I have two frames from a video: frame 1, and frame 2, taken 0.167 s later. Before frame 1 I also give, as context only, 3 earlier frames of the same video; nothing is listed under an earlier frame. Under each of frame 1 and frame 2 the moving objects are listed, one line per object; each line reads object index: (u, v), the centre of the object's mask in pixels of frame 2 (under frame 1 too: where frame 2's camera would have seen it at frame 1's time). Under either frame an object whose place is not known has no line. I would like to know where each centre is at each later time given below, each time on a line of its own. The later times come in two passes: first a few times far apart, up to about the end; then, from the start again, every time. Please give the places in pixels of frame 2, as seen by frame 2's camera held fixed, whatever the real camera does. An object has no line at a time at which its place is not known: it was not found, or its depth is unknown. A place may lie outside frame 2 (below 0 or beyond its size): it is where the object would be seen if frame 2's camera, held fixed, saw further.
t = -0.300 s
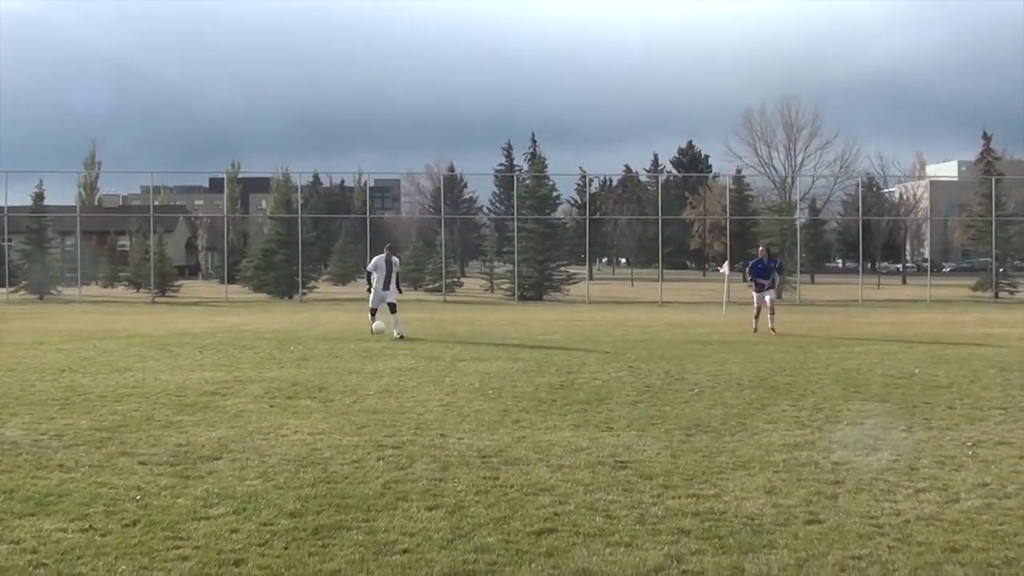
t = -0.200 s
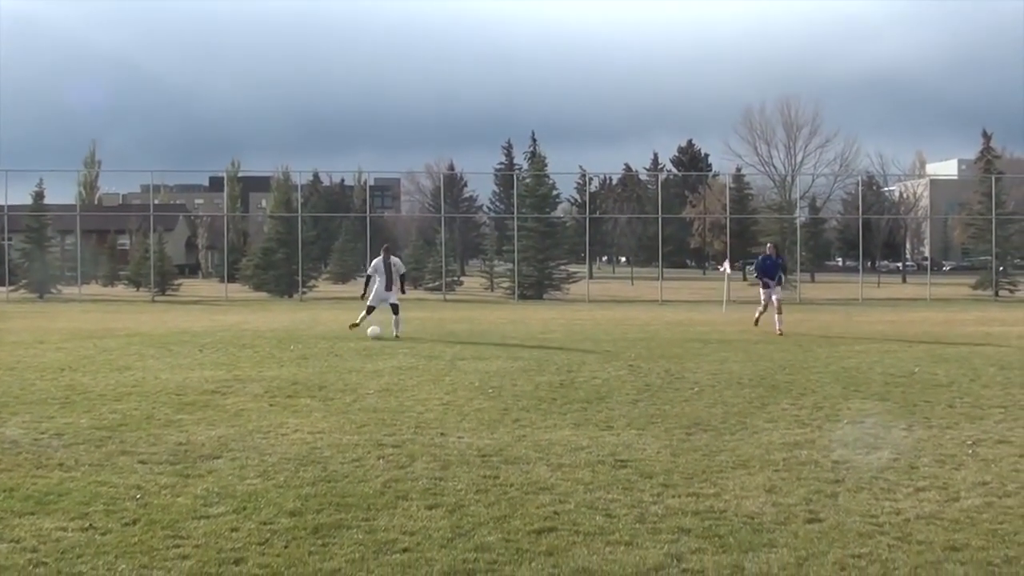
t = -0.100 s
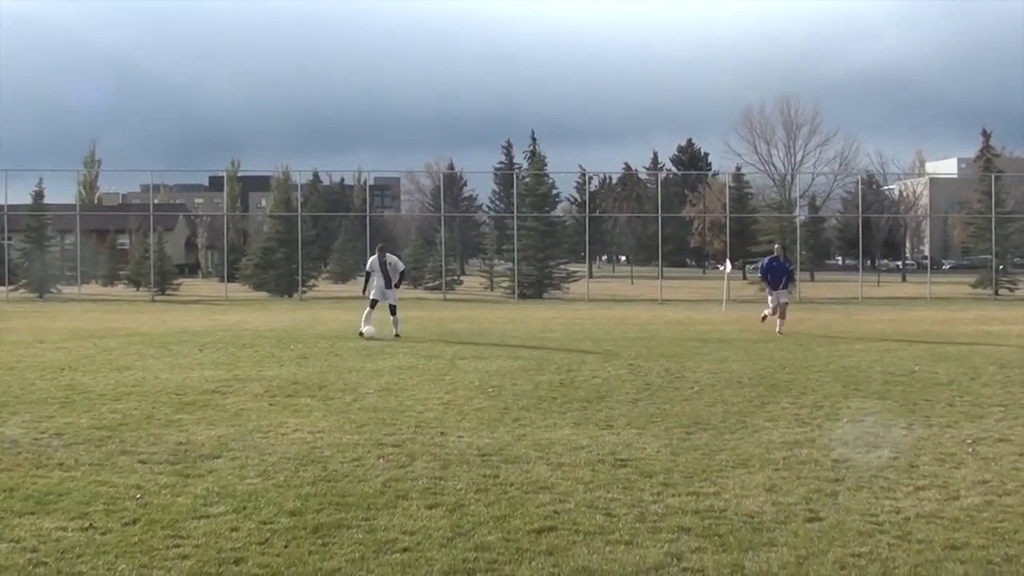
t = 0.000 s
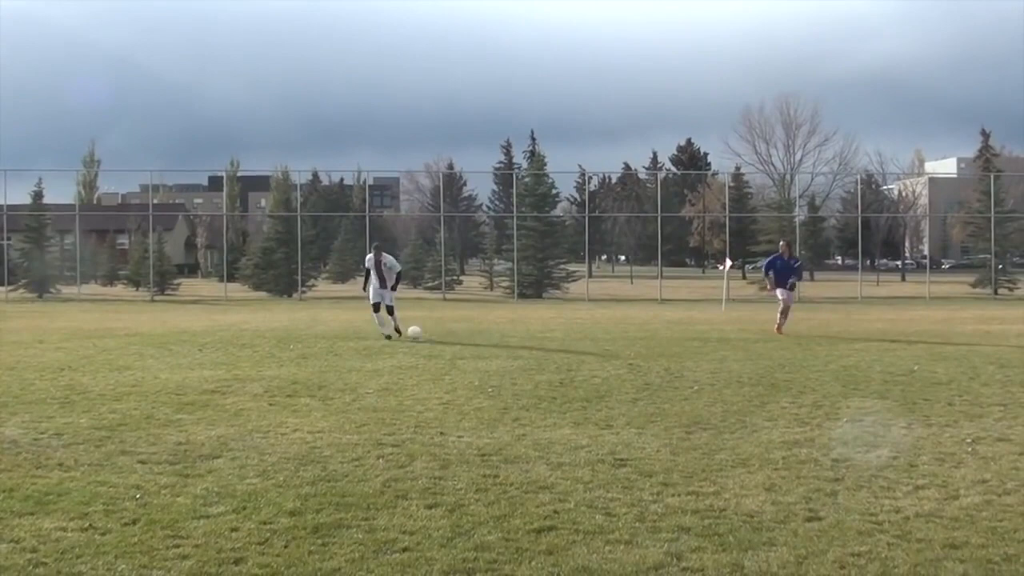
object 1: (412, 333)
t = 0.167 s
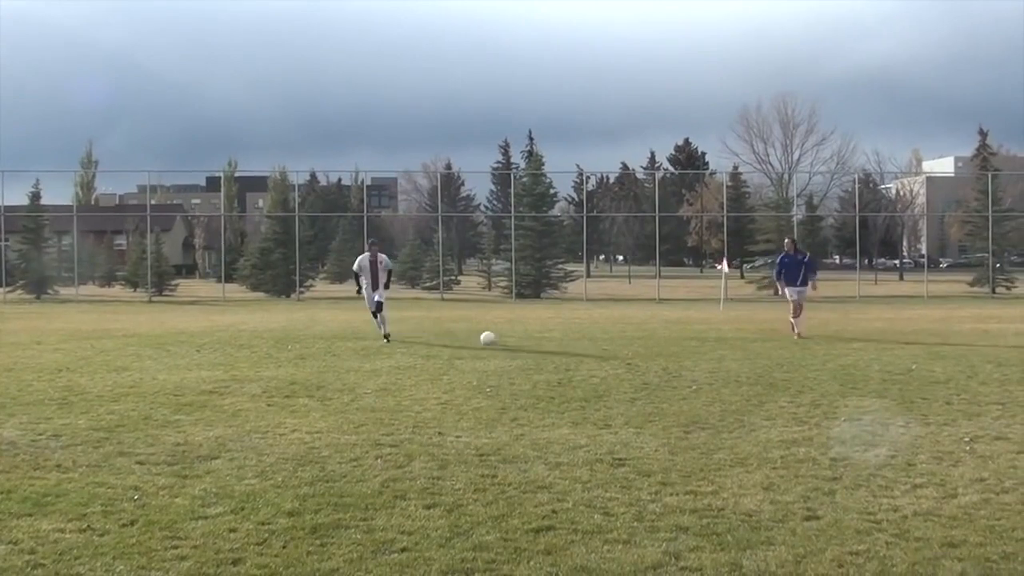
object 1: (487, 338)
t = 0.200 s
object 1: (501, 338)
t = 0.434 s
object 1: (584, 342)
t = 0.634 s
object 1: (642, 346)
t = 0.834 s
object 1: (695, 348)
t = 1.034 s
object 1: (748, 351)
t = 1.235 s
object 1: (800, 353)
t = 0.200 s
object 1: (501, 338)
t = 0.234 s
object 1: (514, 339)
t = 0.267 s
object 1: (527, 339)
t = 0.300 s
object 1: (540, 341)
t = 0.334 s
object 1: (553, 342)
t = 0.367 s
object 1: (564, 343)
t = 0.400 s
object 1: (573, 341)
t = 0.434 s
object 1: (584, 342)
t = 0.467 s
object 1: (595, 343)
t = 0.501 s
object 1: (605, 344)
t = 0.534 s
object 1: (615, 345)
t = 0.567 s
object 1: (625, 346)
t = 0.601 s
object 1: (633, 346)
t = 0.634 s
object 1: (642, 346)
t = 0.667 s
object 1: (650, 346)
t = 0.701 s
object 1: (660, 346)
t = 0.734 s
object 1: (669, 347)
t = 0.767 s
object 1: (677, 348)
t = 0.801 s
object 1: (686, 348)
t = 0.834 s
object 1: (695, 348)
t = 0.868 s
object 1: (704, 348)
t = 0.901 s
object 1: (713, 348)
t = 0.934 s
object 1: (722, 350)
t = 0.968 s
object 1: (731, 351)
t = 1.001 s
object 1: (739, 350)
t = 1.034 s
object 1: (748, 351)
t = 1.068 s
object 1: (757, 351)
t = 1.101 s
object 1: (766, 352)
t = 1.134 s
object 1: (775, 353)
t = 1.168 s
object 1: (783, 353)
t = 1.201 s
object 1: (791, 353)
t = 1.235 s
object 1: (800, 353)
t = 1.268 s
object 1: (808, 353)
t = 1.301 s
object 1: (817, 355)
